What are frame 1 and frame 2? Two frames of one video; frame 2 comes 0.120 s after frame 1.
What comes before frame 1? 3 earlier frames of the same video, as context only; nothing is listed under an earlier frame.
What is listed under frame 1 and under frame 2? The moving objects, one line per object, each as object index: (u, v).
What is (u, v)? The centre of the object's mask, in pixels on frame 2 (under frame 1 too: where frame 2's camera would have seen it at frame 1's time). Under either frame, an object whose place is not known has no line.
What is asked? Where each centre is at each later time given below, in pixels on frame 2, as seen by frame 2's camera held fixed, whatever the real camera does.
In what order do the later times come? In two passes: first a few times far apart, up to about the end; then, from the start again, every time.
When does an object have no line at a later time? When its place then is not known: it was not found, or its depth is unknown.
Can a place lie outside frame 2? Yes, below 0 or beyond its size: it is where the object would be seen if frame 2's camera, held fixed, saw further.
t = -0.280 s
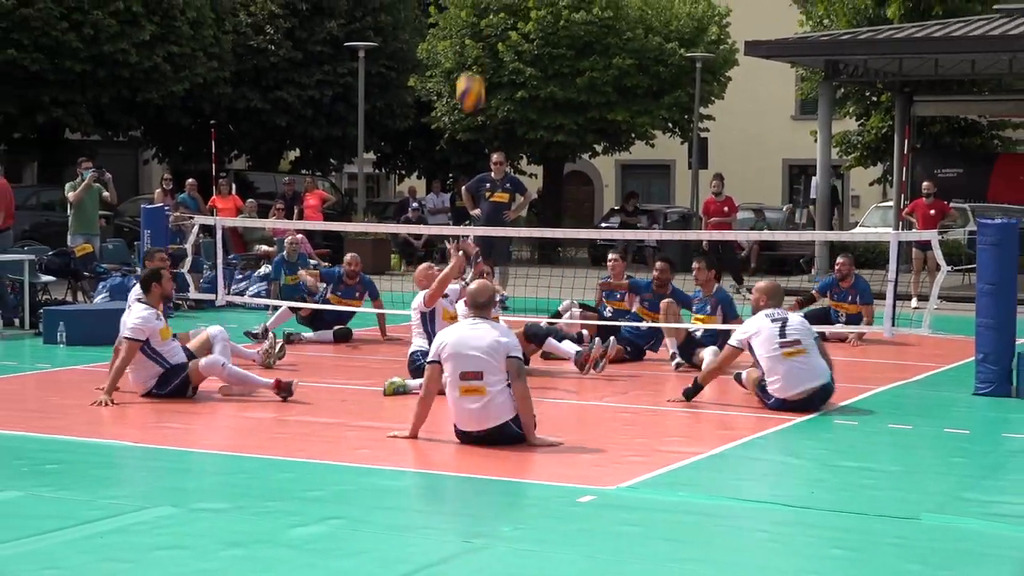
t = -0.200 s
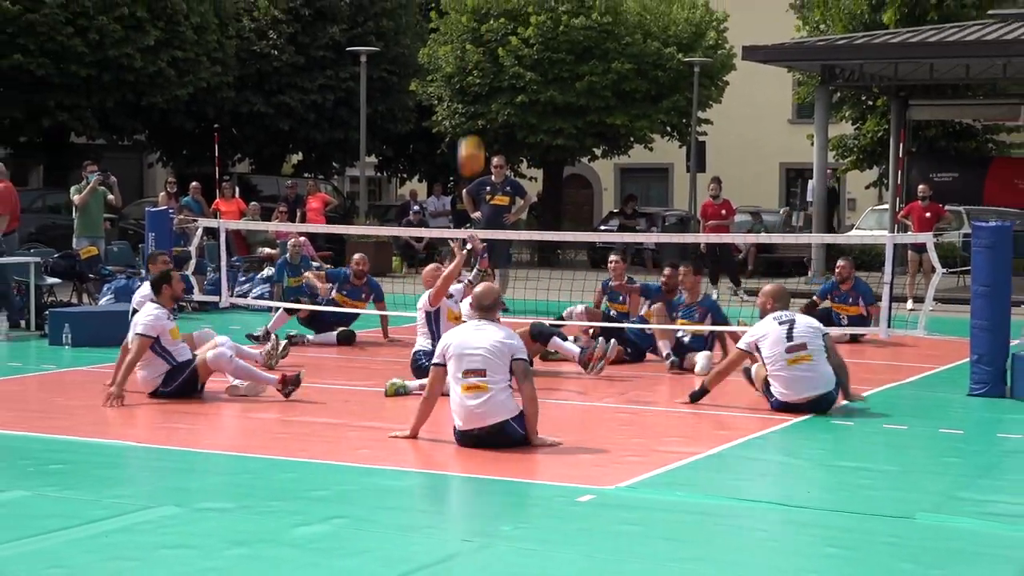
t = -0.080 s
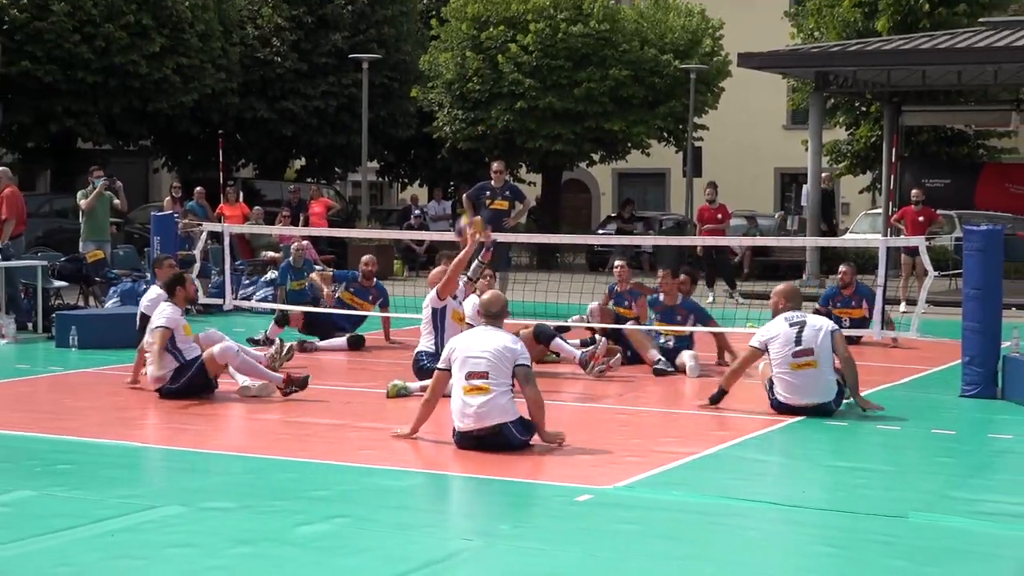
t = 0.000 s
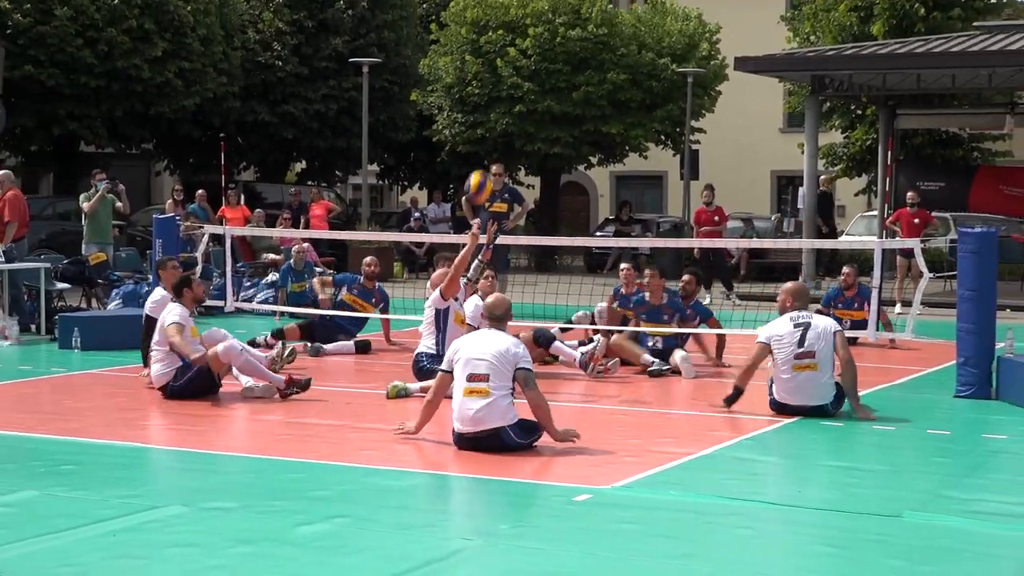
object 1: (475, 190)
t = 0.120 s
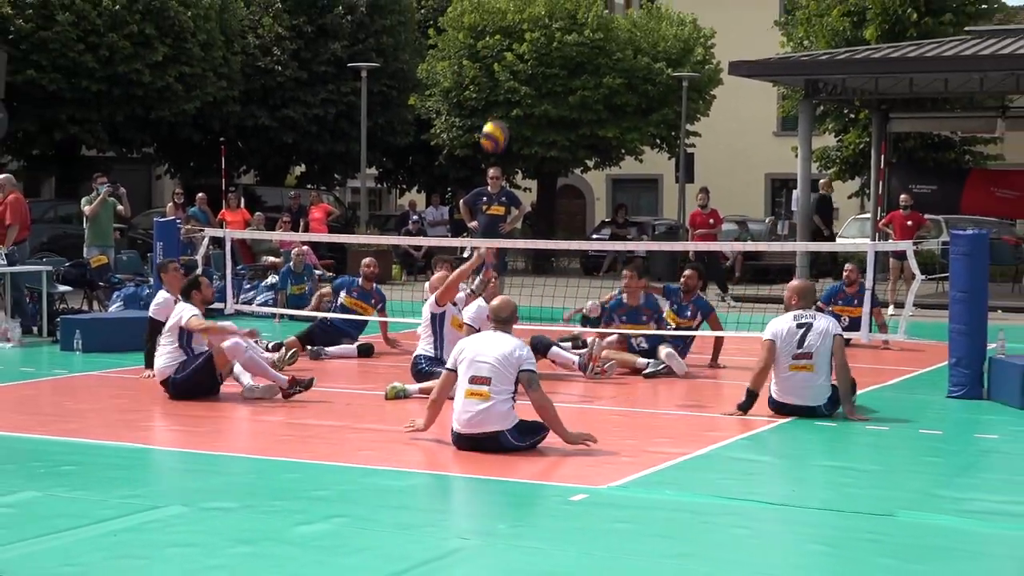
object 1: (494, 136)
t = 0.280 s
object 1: (519, 93)
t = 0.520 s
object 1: (552, 86)
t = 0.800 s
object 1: (594, 172)
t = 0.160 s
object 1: (500, 122)
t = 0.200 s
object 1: (507, 110)
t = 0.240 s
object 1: (513, 101)
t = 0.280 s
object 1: (519, 93)
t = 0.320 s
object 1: (524, 86)
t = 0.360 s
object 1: (529, 82)
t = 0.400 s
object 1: (535, 80)
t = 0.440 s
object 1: (539, 80)
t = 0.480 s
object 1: (546, 82)
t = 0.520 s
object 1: (552, 86)
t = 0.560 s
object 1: (558, 93)
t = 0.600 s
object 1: (564, 102)
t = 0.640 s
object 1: (570, 112)
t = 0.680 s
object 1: (576, 125)
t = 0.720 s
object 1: (583, 139)
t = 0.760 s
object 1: (588, 154)
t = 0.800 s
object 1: (594, 172)
